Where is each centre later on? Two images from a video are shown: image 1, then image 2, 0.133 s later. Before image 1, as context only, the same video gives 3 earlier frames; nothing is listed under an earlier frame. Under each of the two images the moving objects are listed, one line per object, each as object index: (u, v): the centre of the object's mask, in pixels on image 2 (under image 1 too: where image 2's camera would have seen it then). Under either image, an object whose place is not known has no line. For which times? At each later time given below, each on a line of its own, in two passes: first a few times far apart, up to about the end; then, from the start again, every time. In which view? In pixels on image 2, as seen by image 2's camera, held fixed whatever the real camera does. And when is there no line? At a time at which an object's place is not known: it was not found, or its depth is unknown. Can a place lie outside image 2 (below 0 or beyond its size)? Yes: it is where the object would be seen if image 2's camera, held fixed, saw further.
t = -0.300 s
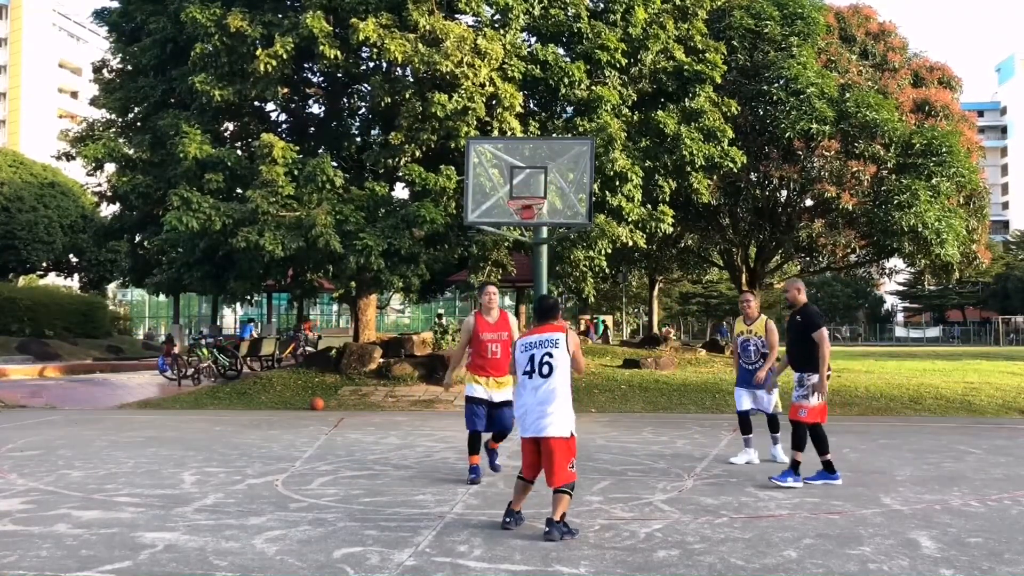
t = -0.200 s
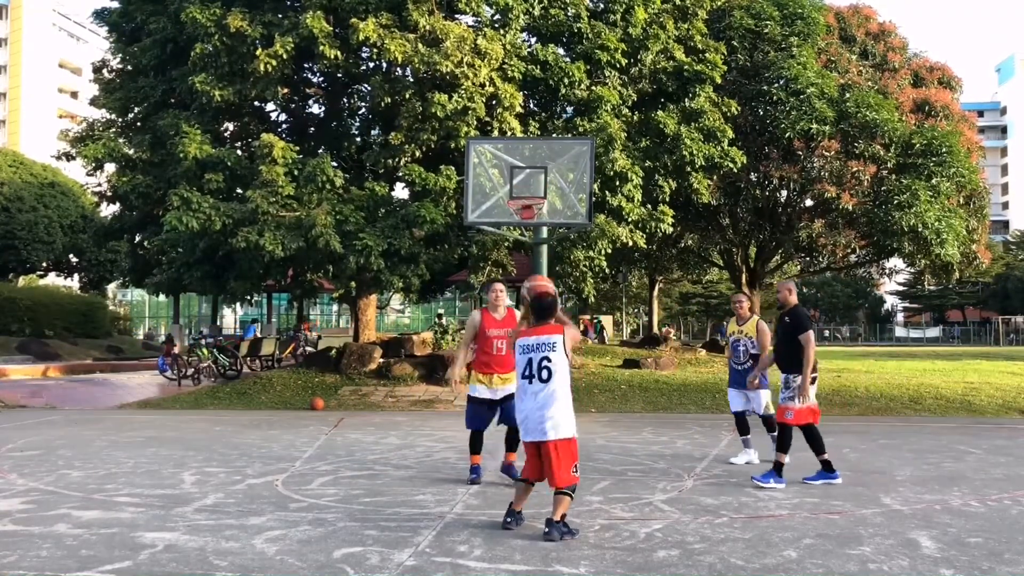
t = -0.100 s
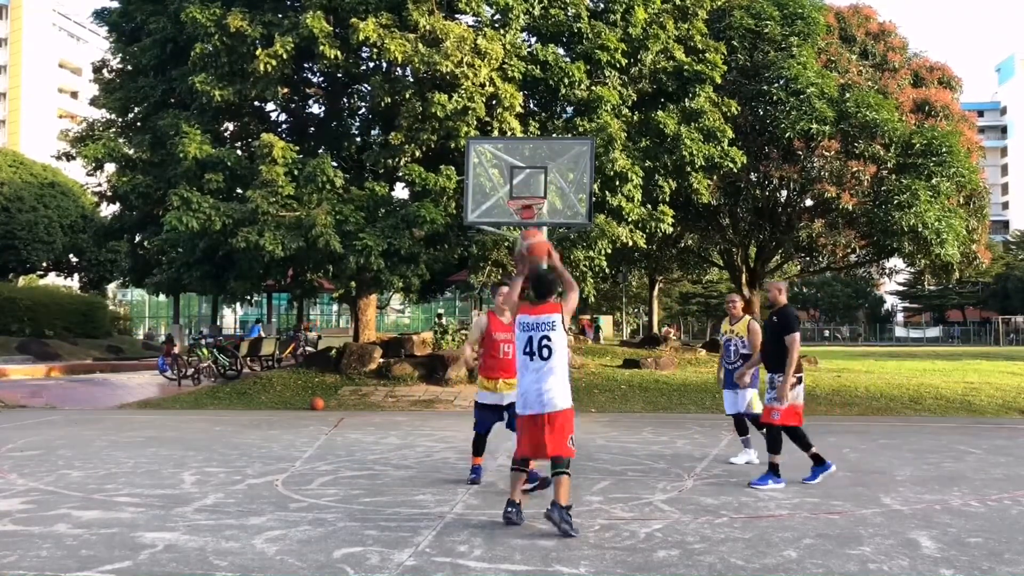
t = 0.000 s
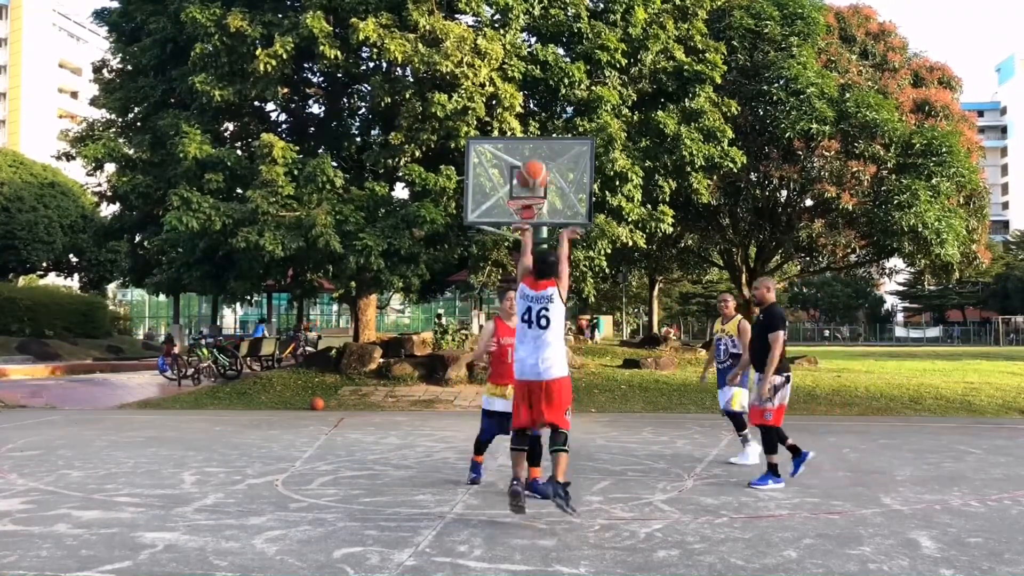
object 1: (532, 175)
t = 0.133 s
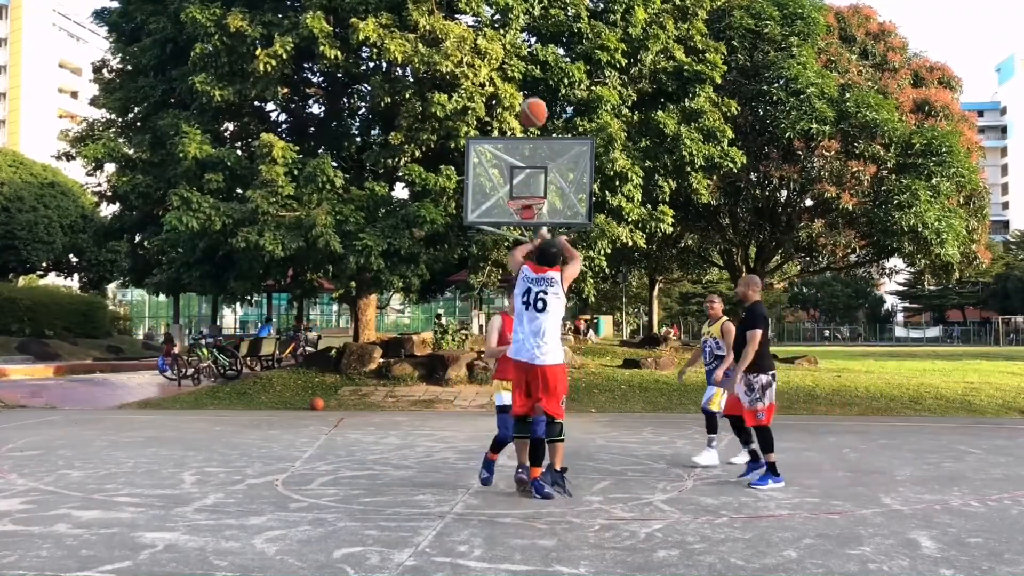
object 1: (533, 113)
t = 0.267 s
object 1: (533, 80)
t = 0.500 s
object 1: (534, 73)
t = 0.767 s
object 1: (534, 122)
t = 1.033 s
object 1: (531, 213)
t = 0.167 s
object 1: (534, 102)
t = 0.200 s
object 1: (533, 93)
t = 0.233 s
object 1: (533, 85)
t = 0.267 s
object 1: (533, 80)
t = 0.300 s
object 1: (533, 75)
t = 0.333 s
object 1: (533, 72)
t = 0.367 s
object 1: (534, 70)
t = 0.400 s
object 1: (534, 70)
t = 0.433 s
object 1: (534, 70)
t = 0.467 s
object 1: (534, 71)
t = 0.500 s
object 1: (534, 73)
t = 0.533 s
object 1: (534, 76)
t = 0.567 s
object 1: (534, 80)
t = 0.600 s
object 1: (534, 85)
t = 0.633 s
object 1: (534, 91)
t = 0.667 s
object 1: (534, 98)
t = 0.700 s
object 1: (534, 105)
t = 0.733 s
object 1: (534, 113)
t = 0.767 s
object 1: (534, 122)
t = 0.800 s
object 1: (535, 131)
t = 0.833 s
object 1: (534, 142)
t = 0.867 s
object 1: (534, 153)
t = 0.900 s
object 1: (534, 163)
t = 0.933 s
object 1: (534, 176)
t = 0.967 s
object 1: (535, 188)
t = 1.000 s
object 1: (533, 201)
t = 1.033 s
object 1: (531, 213)
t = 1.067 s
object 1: (528, 219)
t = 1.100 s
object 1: (523, 230)
